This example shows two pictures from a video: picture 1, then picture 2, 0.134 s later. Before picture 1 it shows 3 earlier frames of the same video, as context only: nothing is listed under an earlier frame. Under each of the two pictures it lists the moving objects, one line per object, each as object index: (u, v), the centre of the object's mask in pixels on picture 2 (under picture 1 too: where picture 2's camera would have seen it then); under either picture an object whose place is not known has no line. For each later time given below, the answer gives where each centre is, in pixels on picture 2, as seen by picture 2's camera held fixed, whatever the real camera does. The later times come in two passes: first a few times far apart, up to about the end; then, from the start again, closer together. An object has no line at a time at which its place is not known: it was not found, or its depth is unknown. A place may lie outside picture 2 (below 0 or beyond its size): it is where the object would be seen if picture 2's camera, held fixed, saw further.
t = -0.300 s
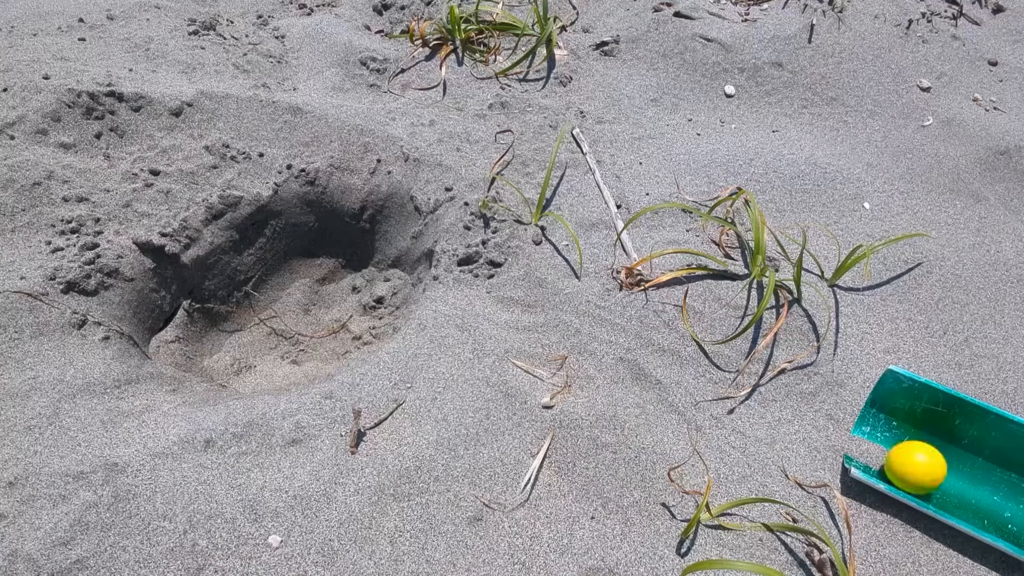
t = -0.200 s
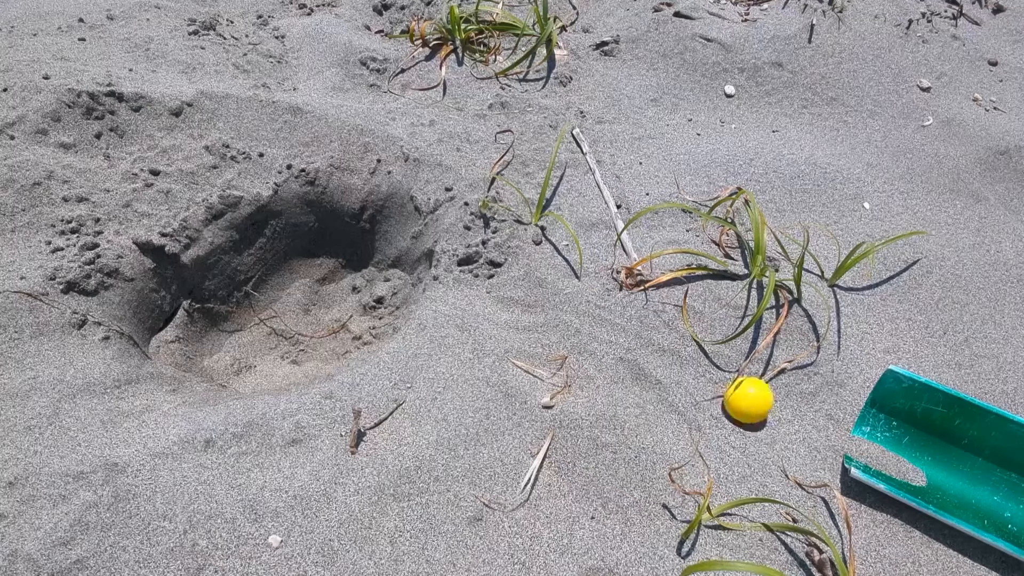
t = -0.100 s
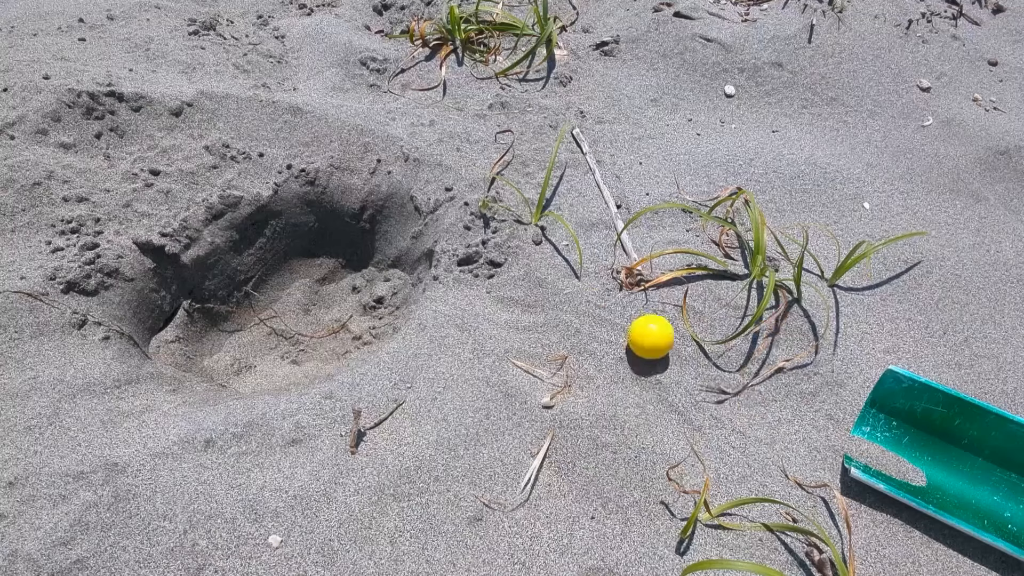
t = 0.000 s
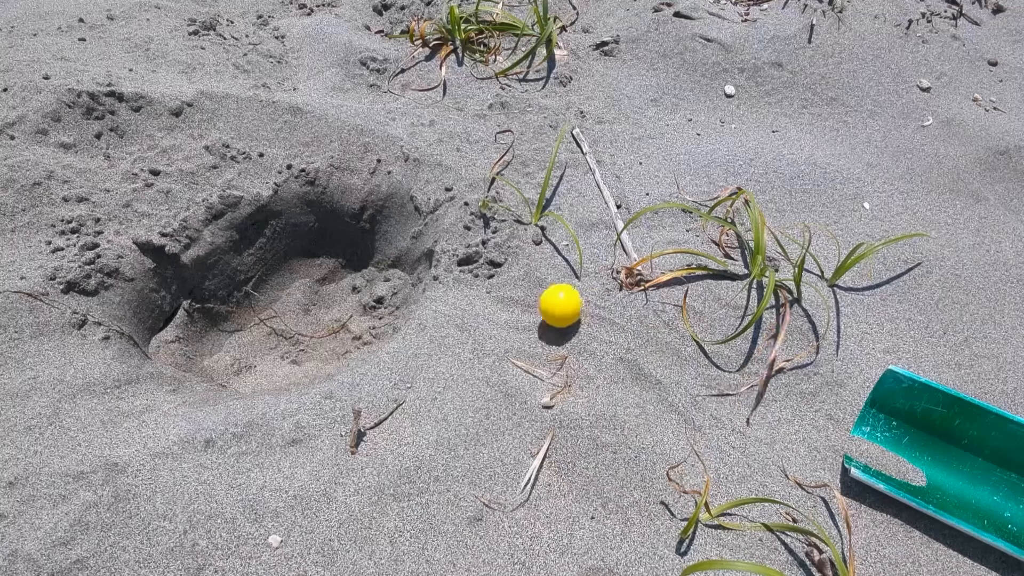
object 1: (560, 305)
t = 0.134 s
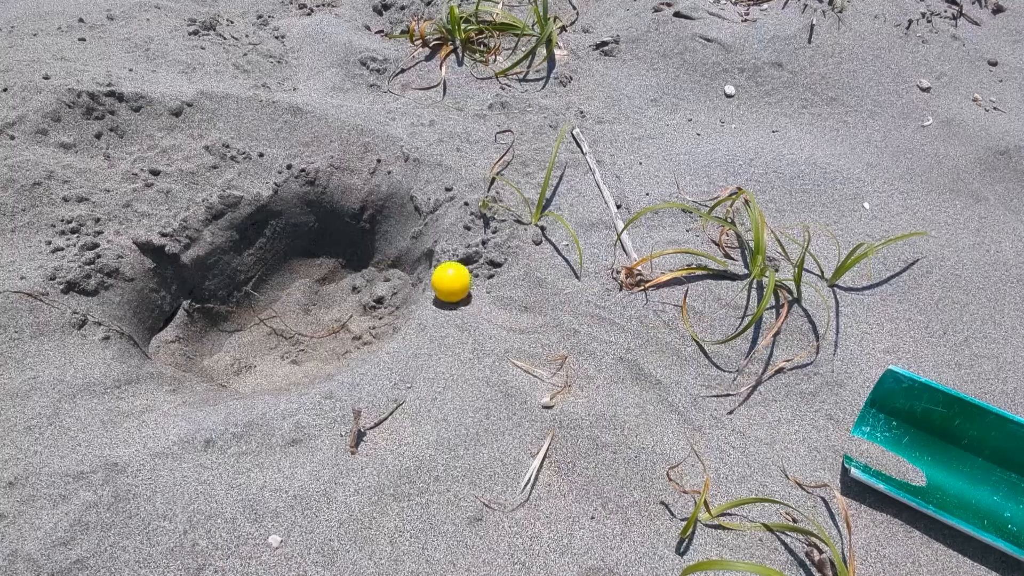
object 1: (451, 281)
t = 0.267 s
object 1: (364, 294)
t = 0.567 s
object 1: (227, 346)
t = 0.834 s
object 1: (281, 355)
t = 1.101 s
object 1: (278, 343)
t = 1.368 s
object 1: (277, 344)
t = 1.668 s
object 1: (277, 344)
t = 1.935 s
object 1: (277, 344)
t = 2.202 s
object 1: (277, 344)
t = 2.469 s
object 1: (277, 344)
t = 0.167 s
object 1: (428, 277)
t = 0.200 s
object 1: (405, 277)
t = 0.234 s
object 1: (383, 283)
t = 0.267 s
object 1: (364, 294)
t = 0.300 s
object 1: (347, 310)
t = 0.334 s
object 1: (324, 315)
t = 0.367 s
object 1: (299, 310)
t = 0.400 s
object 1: (278, 308)
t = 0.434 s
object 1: (258, 310)
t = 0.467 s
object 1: (244, 314)
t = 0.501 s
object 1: (233, 322)
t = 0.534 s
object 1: (228, 335)
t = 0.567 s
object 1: (227, 346)
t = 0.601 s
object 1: (230, 353)
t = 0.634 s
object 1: (236, 359)
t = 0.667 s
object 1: (243, 364)
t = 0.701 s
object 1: (251, 366)
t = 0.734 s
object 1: (260, 364)
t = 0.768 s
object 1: (268, 362)
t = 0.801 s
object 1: (274, 359)
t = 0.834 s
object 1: (281, 355)
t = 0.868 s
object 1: (285, 350)
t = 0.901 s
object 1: (286, 344)
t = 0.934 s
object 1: (286, 340)
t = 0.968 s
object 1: (285, 339)
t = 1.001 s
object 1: (283, 340)
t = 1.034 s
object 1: (282, 341)
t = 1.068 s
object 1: (280, 342)
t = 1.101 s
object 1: (278, 343)
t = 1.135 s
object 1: (277, 344)
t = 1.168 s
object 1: (277, 344)
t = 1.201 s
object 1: (277, 344)
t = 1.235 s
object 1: (277, 344)
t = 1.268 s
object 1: (277, 344)
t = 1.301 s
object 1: (277, 344)
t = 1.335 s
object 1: (277, 344)
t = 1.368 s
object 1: (277, 344)
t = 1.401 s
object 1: (277, 344)
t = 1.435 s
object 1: (277, 344)
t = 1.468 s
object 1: (277, 344)
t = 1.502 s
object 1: (277, 344)
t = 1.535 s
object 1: (277, 344)
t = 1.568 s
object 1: (277, 344)
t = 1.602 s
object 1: (277, 344)
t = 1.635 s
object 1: (277, 344)
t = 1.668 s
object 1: (277, 344)
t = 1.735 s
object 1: (277, 344)
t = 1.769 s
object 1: (277, 344)
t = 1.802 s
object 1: (277, 344)
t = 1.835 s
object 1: (277, 344)
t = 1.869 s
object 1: (277, 344)
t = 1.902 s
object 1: (277, 344)
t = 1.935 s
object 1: (277, 344)
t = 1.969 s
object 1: (277, 344)
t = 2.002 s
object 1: (277, 344)
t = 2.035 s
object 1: (277, 344)
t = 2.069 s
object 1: (277, 344)
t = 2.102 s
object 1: (277, 344)
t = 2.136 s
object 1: (277, 344)
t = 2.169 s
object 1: (277, 344)
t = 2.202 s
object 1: (277, 344)
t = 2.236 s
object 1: (277, 344)
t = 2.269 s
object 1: (277, 344)
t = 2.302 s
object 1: (277, 344)
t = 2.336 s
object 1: (277, 344)
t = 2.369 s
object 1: (277, 344)
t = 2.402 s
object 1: (277, 344)
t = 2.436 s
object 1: (277, 344)
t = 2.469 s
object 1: (277, 344)
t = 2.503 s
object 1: (277, 344)
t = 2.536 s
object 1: (277, 344)
